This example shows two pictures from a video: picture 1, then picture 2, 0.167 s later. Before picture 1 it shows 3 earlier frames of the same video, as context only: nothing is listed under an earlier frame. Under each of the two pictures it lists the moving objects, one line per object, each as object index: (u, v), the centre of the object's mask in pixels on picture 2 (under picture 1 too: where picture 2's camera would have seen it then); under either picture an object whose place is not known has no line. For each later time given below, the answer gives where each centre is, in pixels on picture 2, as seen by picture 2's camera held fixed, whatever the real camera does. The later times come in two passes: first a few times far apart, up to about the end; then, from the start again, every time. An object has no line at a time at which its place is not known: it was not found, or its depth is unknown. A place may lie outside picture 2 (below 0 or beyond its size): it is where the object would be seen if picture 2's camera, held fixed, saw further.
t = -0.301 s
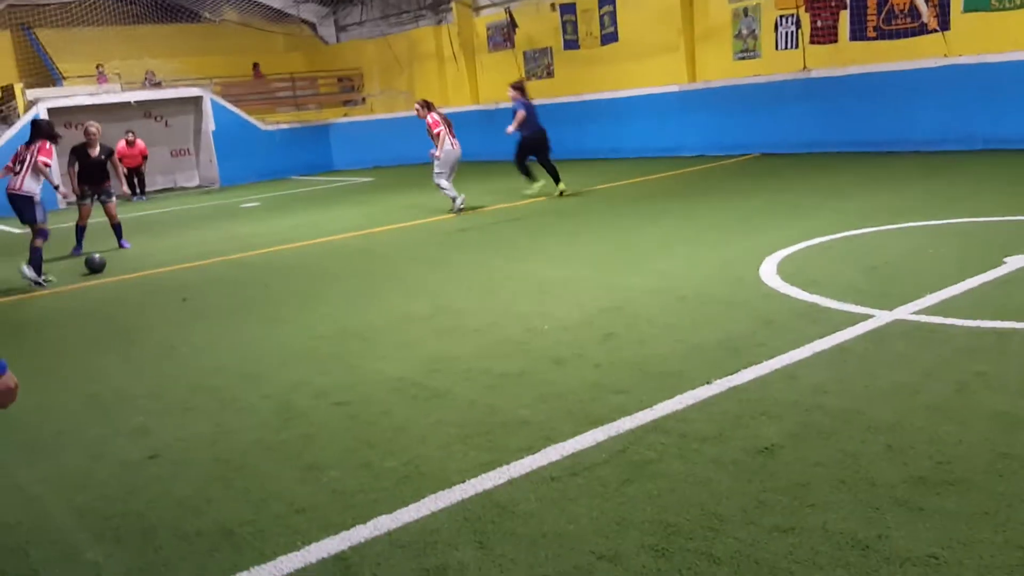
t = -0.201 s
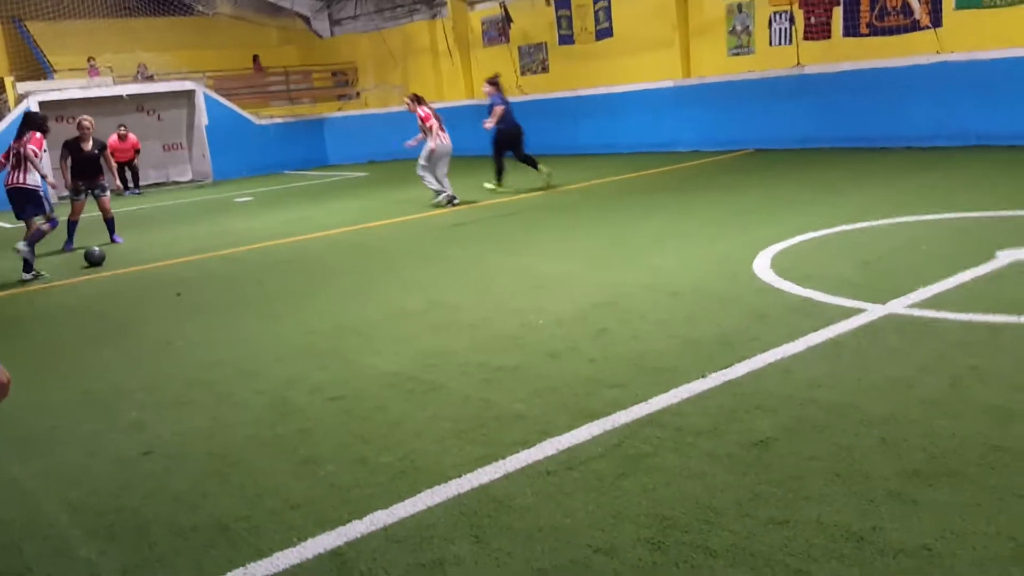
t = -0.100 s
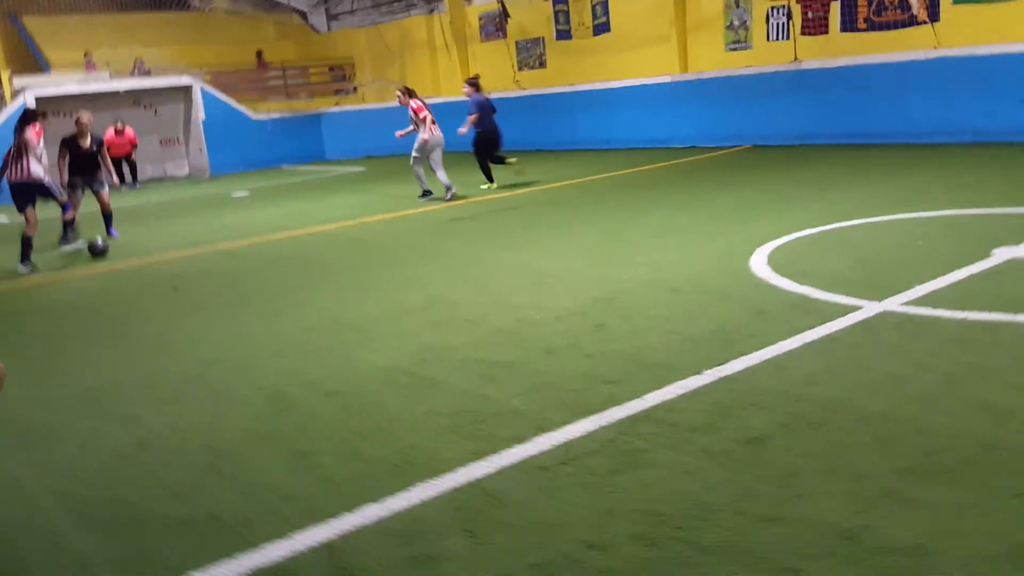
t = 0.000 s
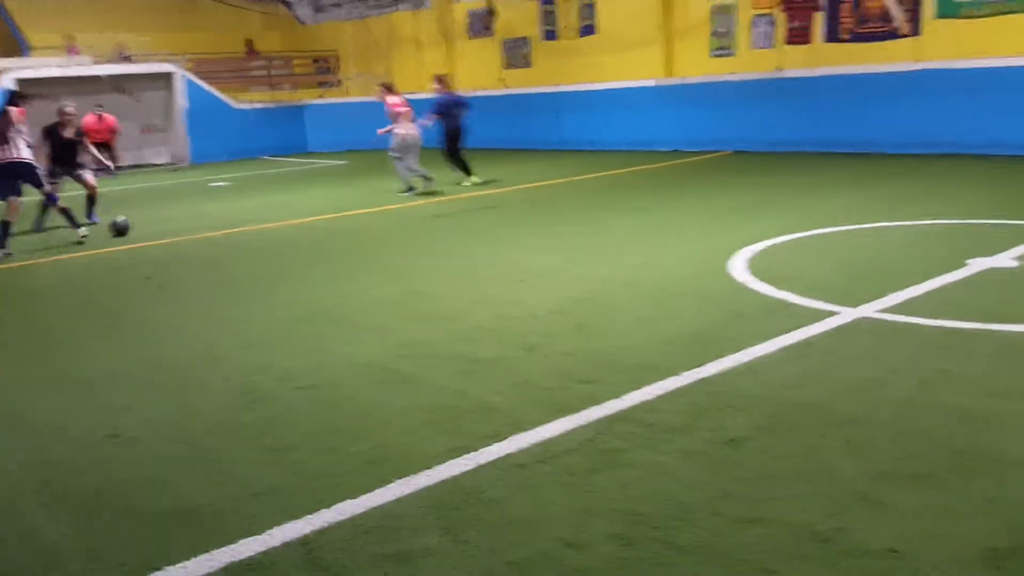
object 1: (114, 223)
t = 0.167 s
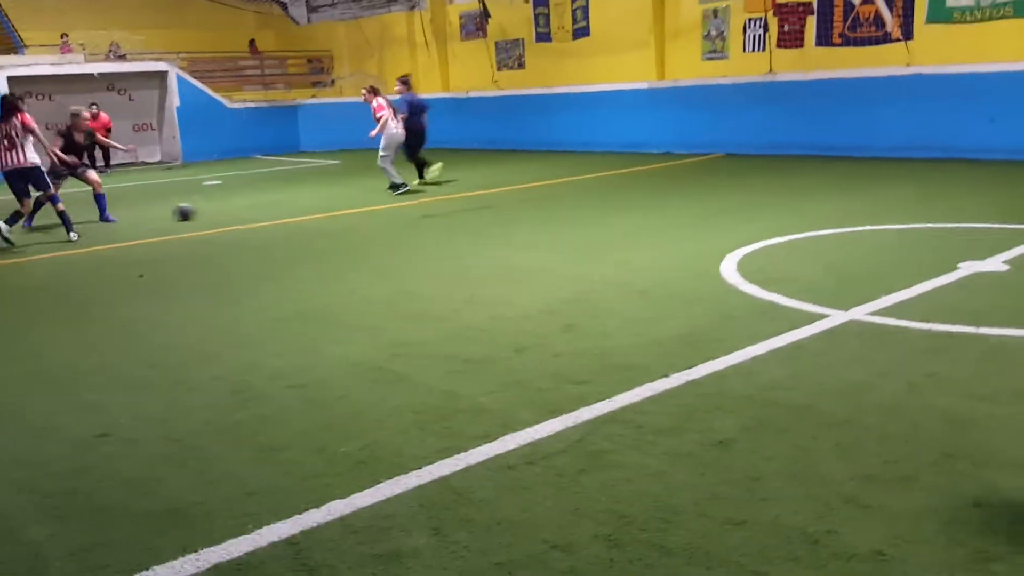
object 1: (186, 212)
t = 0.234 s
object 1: (208, 208)
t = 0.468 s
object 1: (269, 197)
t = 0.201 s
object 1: (197, 210)
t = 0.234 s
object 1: (208, 208)
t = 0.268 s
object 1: (218, 206)
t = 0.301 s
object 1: (228, 204)
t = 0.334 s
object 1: (237, 203)
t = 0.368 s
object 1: (246, 201)
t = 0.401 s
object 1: (254, 200)
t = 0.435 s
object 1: (262, 198)
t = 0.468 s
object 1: (269, 197)
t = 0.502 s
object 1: (276, 196)
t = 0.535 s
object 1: (283, 194)
